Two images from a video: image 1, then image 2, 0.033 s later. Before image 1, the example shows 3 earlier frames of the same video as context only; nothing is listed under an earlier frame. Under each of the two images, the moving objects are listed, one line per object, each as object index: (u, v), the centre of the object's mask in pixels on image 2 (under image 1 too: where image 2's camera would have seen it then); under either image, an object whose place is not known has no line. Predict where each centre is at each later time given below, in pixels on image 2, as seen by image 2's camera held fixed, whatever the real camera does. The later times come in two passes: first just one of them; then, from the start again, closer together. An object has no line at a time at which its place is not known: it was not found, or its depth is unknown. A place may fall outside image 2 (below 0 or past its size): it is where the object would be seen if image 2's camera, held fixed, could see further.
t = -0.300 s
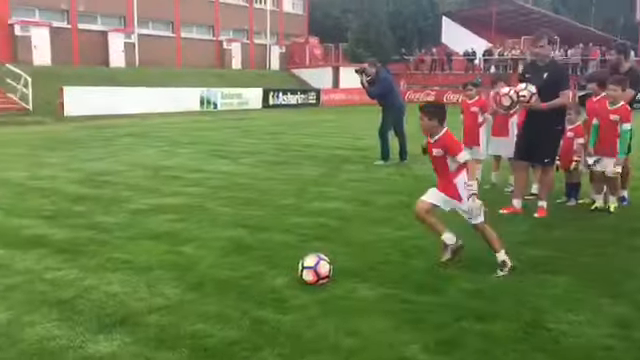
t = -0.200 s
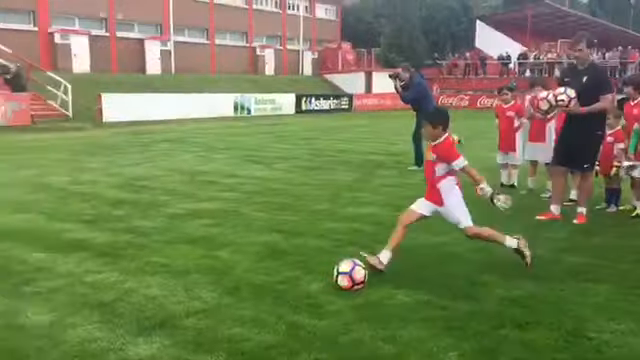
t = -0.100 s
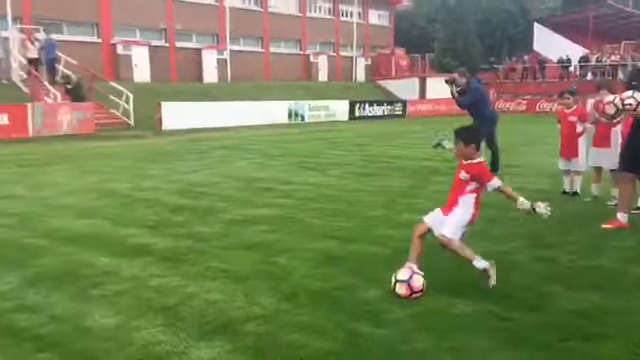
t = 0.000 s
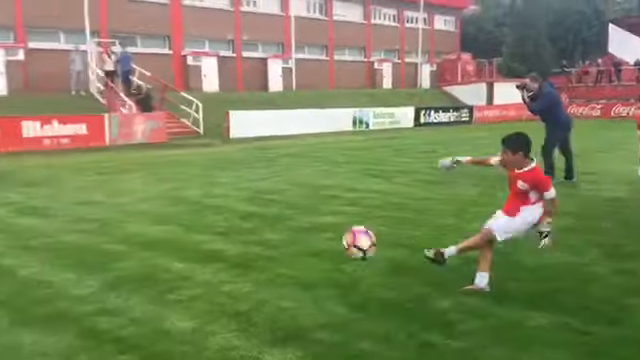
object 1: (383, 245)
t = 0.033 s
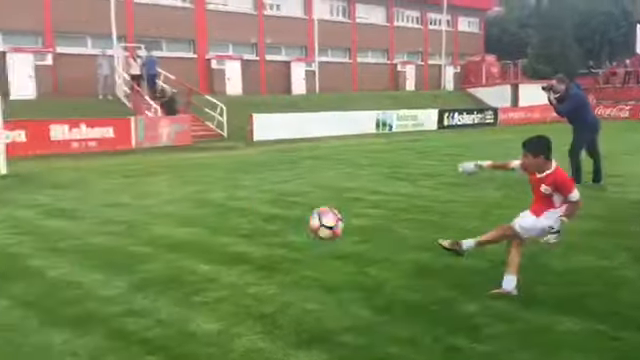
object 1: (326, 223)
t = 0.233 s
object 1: (26, 130)
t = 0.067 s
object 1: (270, 203)
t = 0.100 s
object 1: (216, 184)
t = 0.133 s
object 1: (166, 168)
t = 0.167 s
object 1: (117, 153)
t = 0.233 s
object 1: (26, 130)
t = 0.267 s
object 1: (-16, 122)
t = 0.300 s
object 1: (-56, 114)
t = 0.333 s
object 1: (-96, 109)
